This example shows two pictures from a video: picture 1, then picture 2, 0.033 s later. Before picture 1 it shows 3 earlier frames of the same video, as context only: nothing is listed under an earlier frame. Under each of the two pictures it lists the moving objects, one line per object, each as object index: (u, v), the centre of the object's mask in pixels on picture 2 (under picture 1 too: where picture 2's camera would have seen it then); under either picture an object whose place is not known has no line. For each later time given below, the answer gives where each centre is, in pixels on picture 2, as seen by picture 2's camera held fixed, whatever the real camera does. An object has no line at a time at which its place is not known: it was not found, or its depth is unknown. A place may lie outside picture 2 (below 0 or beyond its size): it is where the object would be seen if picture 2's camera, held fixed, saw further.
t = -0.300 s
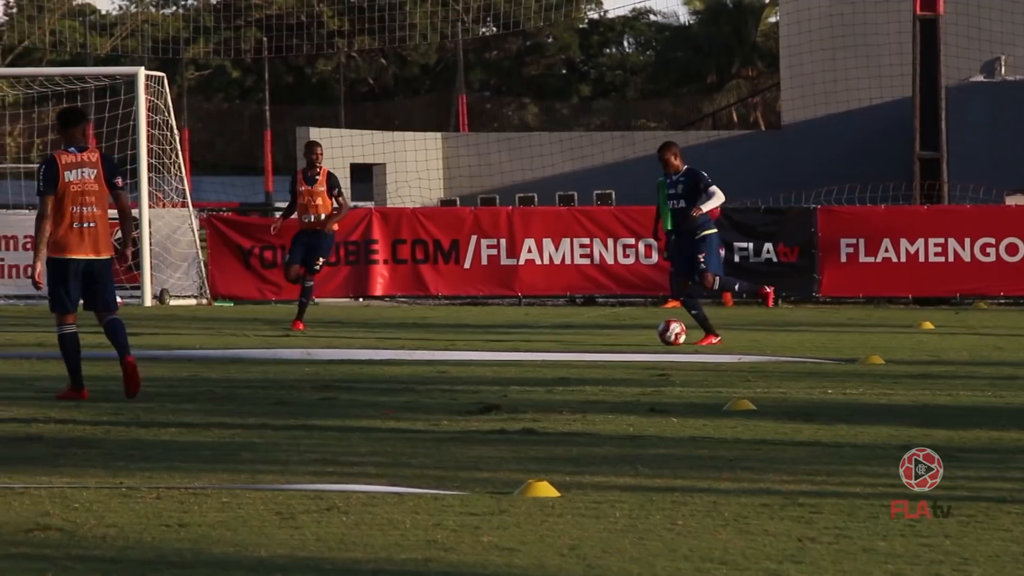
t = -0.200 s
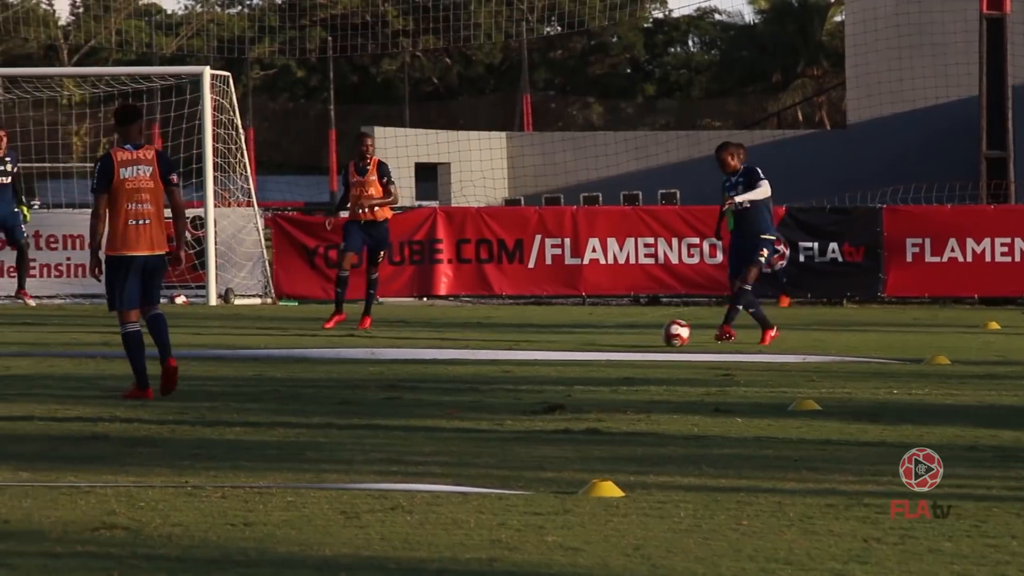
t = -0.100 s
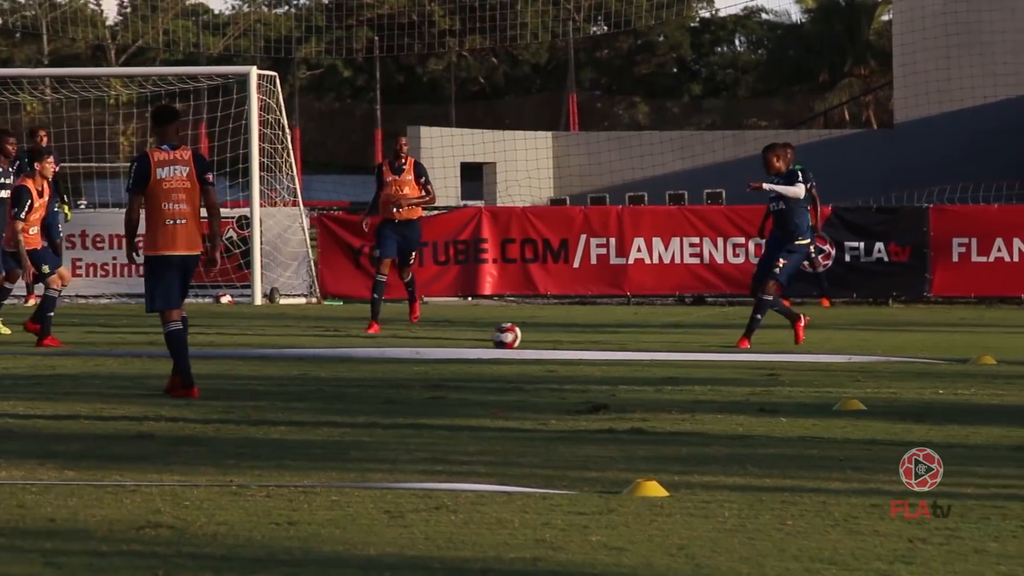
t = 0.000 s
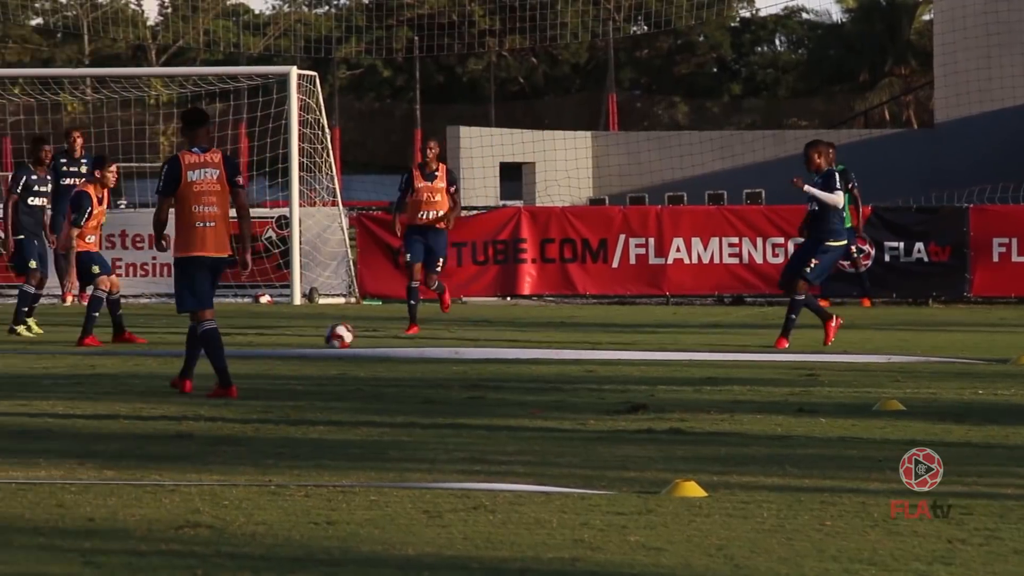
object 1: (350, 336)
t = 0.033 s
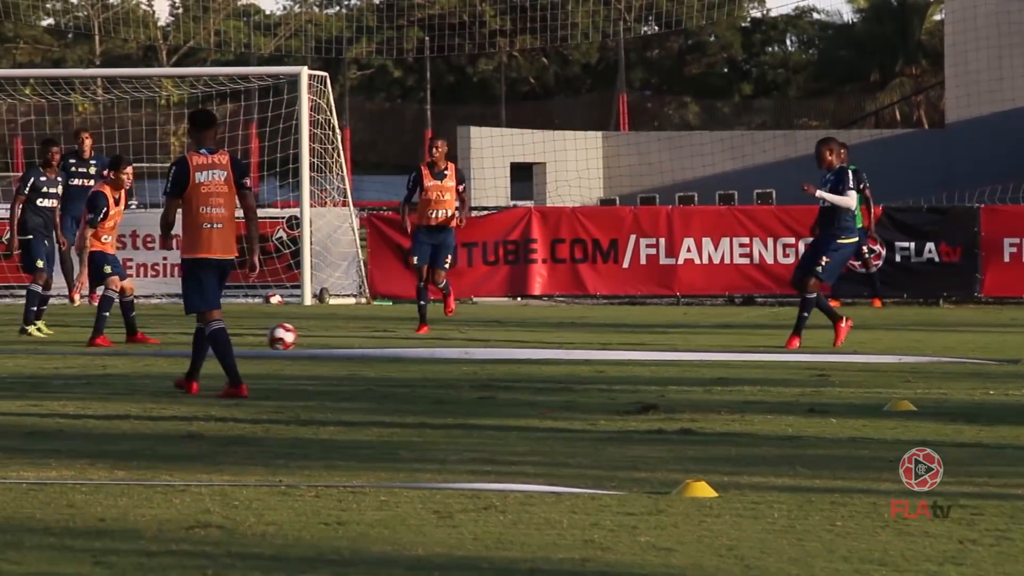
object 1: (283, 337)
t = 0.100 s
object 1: (146, 342)
